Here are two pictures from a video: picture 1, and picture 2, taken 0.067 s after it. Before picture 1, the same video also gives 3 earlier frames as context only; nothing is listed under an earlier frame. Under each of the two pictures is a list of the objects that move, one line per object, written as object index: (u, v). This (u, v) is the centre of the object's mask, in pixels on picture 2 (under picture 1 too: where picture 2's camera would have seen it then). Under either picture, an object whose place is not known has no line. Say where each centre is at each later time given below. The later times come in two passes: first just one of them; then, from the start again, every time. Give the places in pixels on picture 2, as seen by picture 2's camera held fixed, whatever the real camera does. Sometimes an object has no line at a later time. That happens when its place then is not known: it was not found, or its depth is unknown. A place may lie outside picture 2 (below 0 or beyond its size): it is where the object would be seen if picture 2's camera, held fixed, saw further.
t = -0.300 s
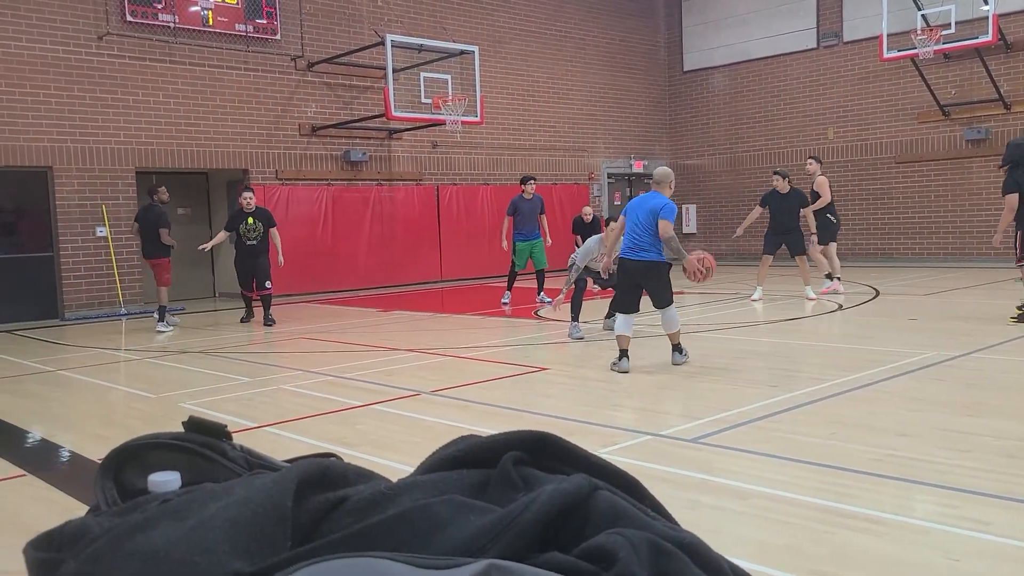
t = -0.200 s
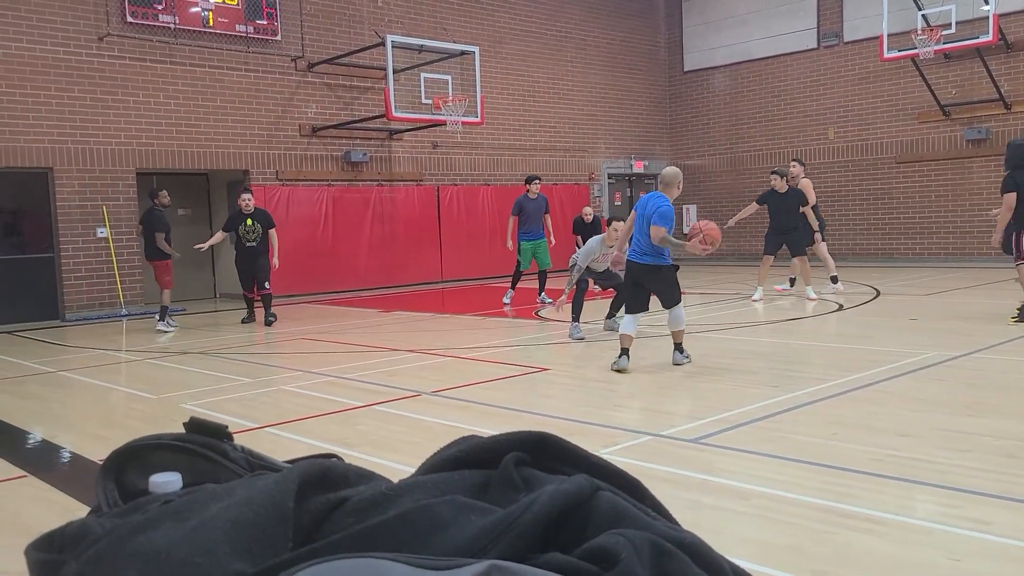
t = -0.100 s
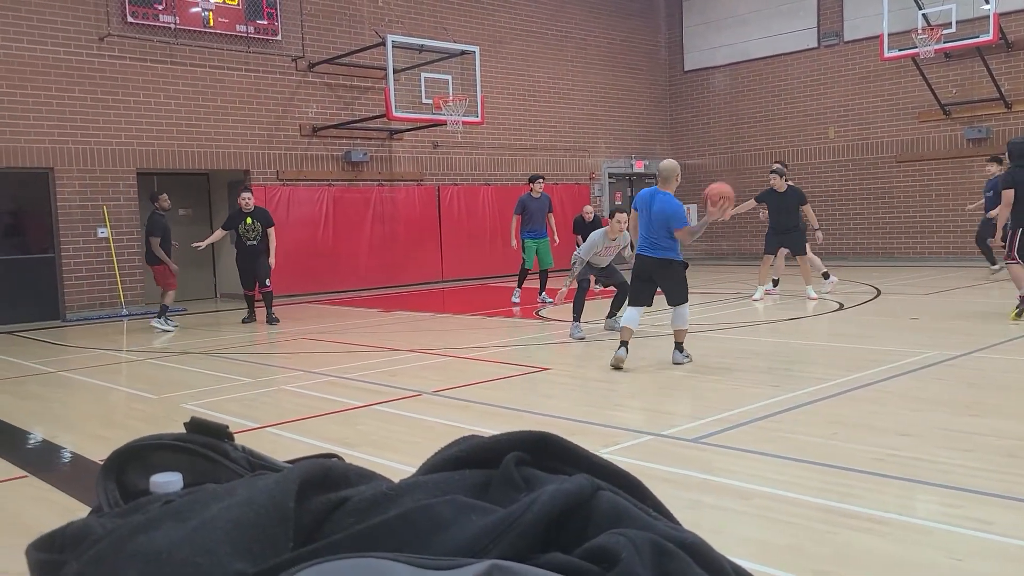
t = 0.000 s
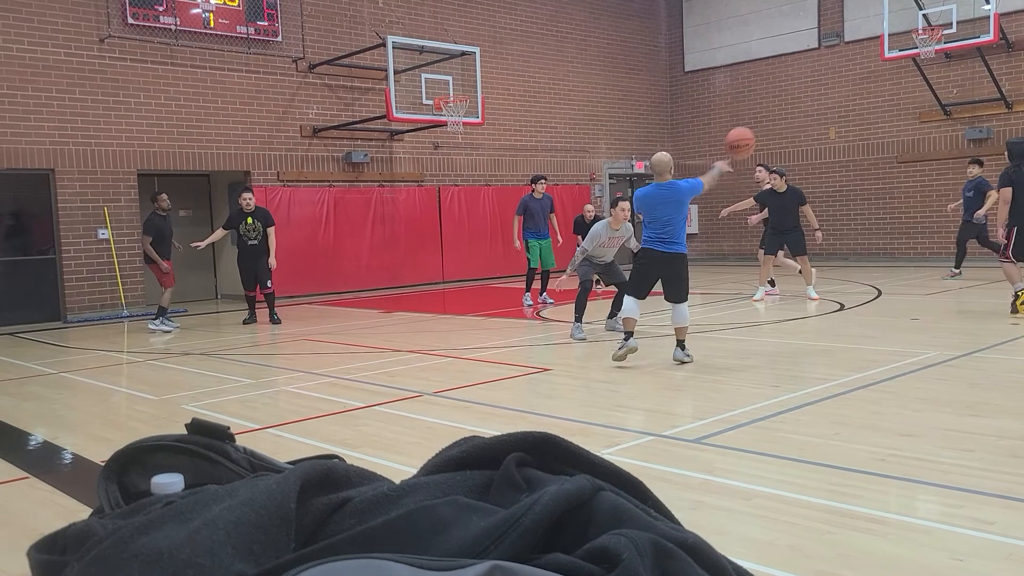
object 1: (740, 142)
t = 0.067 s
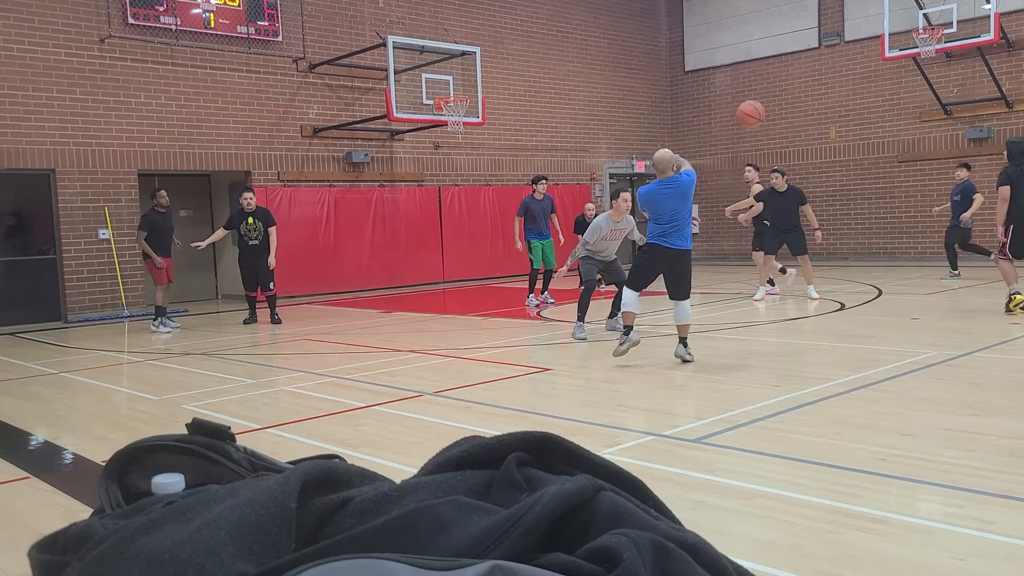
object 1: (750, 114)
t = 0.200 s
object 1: (768, 82)
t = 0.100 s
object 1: (755, 102)
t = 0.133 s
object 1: (759, 95)
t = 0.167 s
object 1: (764, 88)
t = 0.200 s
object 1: (768, 82)
